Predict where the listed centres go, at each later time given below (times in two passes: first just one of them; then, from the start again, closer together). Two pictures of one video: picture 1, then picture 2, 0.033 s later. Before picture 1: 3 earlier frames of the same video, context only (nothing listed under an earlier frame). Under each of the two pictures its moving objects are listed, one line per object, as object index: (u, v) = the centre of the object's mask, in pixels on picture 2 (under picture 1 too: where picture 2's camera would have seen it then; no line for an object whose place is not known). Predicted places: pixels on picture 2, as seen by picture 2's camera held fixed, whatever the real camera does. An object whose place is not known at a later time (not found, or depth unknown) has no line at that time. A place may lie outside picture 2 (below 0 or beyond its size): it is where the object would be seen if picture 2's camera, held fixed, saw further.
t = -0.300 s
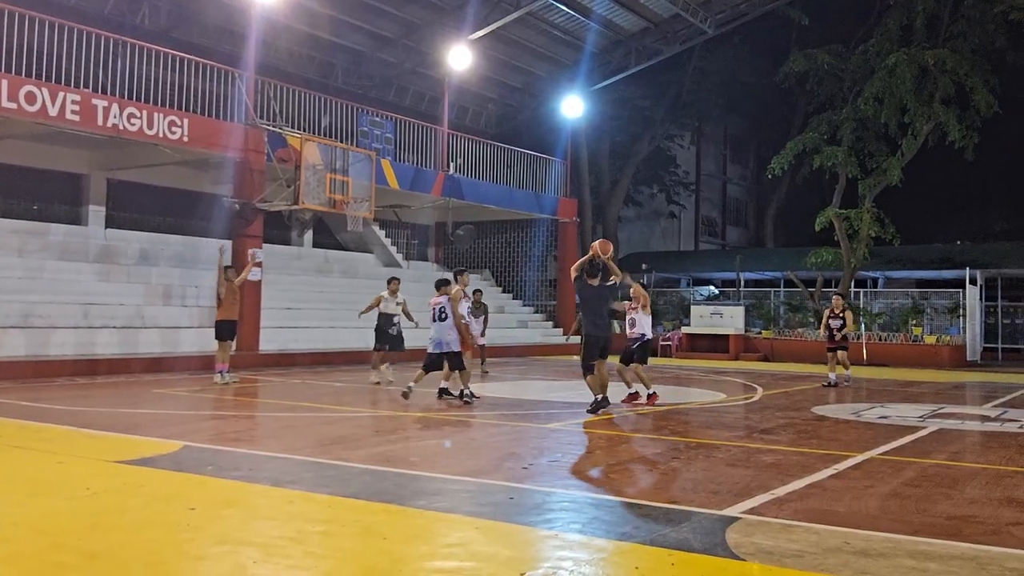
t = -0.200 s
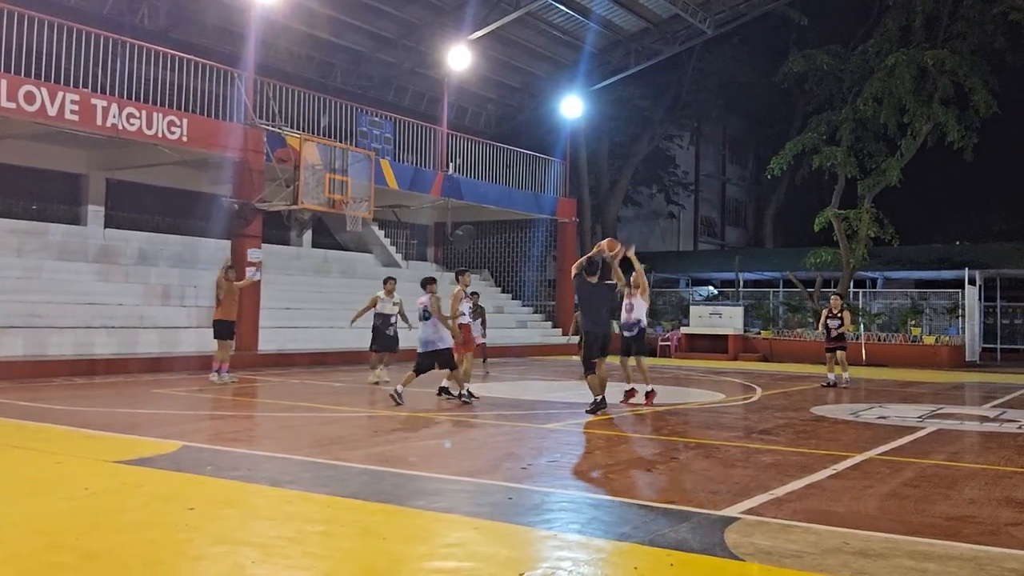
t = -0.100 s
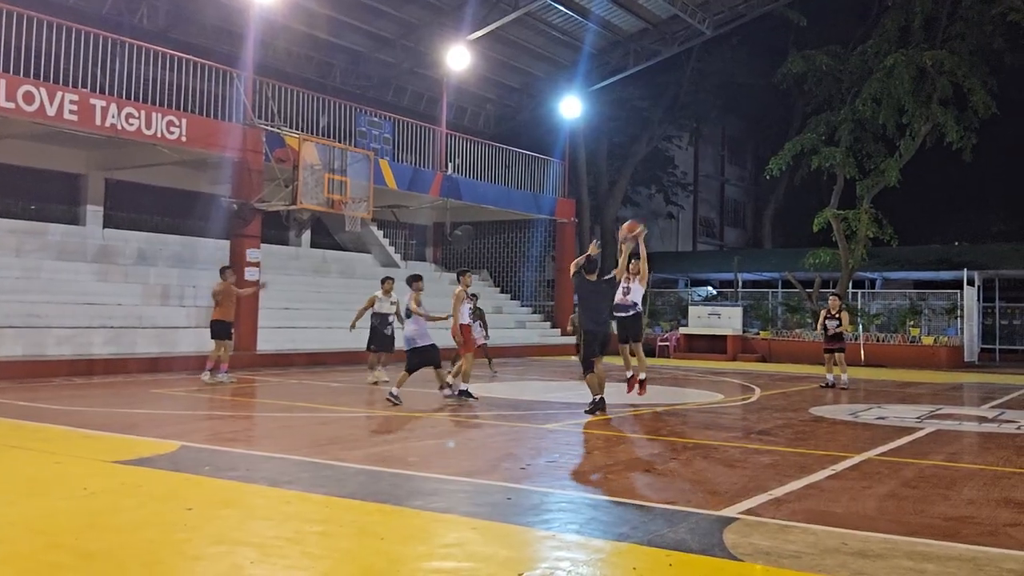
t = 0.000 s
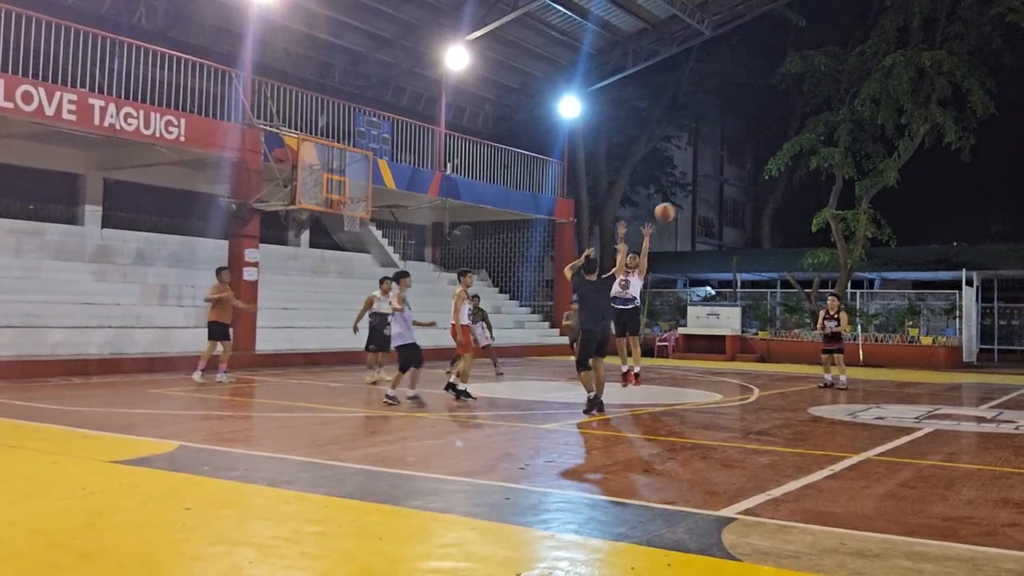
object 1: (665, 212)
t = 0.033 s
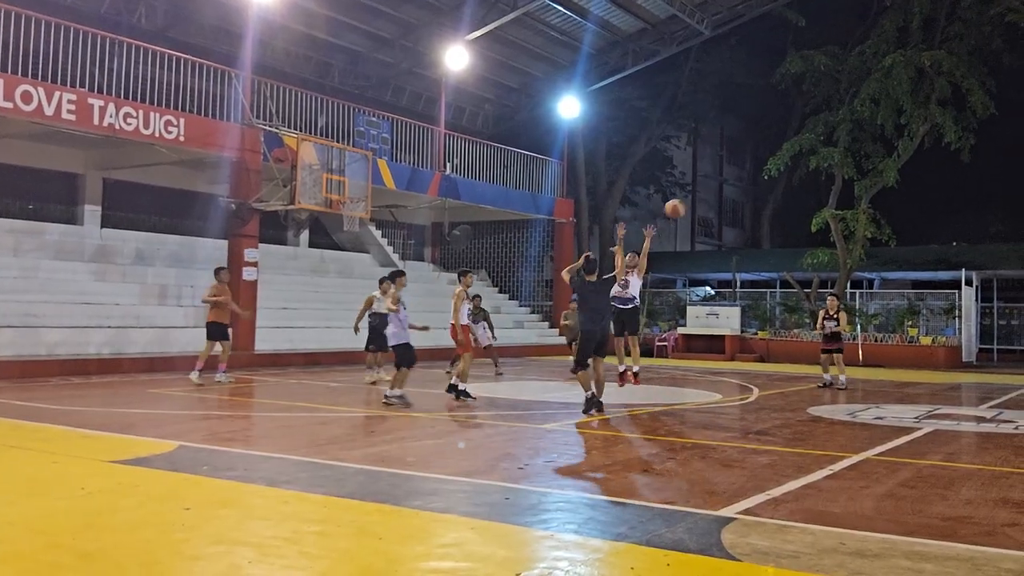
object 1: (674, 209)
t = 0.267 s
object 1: (741, 206)
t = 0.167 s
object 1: (715, 202)
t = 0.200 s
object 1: (724, 203)
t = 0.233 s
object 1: (733, 204)
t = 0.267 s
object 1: (741, 206)
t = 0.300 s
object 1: (750, 209)
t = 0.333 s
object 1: (758, 212)
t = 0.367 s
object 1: (766, 217)
